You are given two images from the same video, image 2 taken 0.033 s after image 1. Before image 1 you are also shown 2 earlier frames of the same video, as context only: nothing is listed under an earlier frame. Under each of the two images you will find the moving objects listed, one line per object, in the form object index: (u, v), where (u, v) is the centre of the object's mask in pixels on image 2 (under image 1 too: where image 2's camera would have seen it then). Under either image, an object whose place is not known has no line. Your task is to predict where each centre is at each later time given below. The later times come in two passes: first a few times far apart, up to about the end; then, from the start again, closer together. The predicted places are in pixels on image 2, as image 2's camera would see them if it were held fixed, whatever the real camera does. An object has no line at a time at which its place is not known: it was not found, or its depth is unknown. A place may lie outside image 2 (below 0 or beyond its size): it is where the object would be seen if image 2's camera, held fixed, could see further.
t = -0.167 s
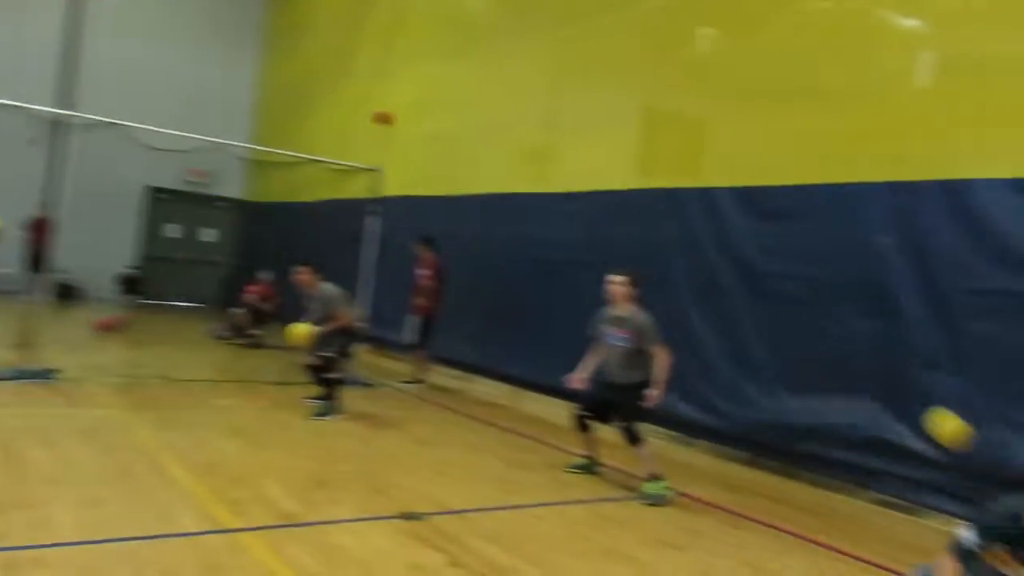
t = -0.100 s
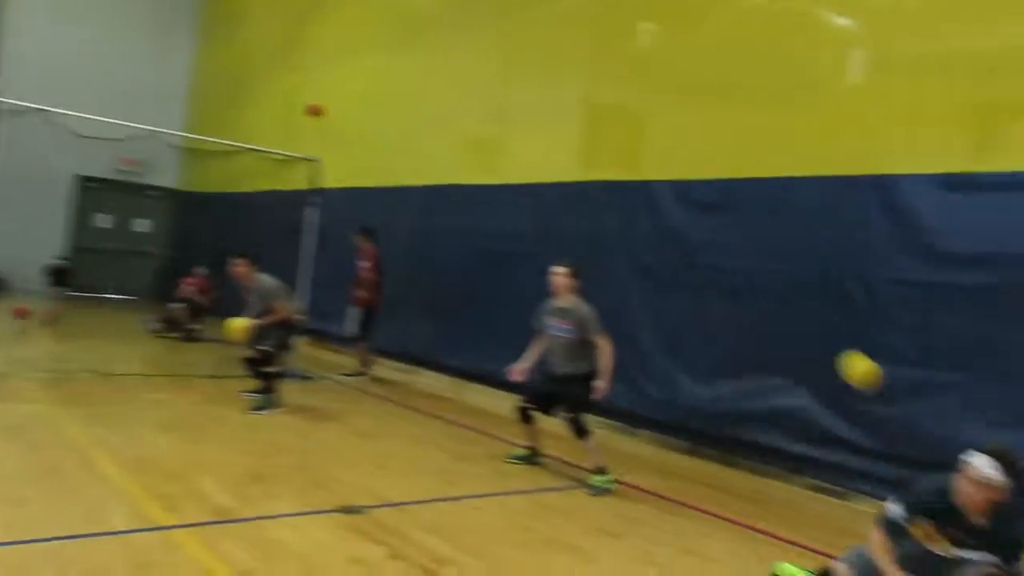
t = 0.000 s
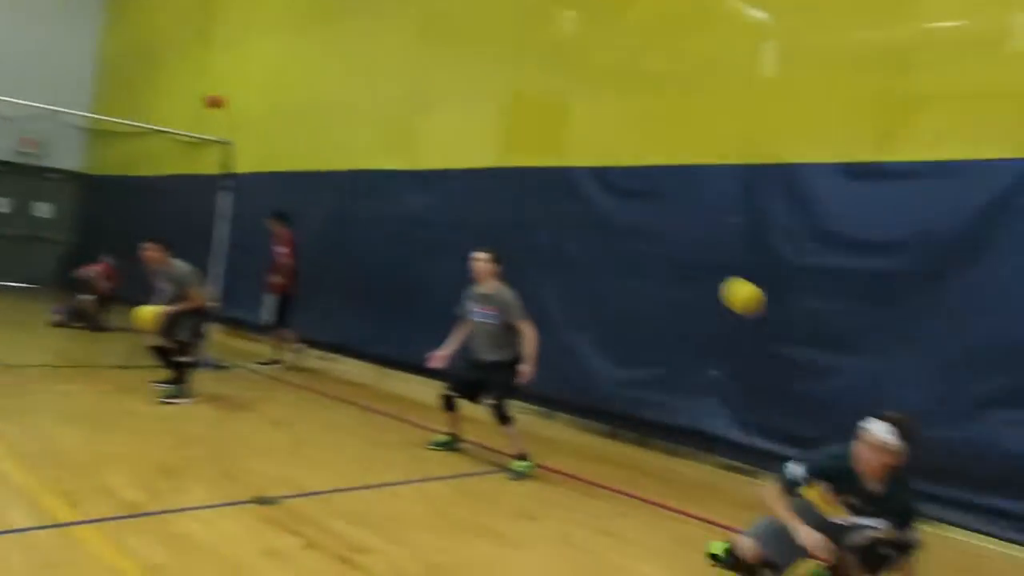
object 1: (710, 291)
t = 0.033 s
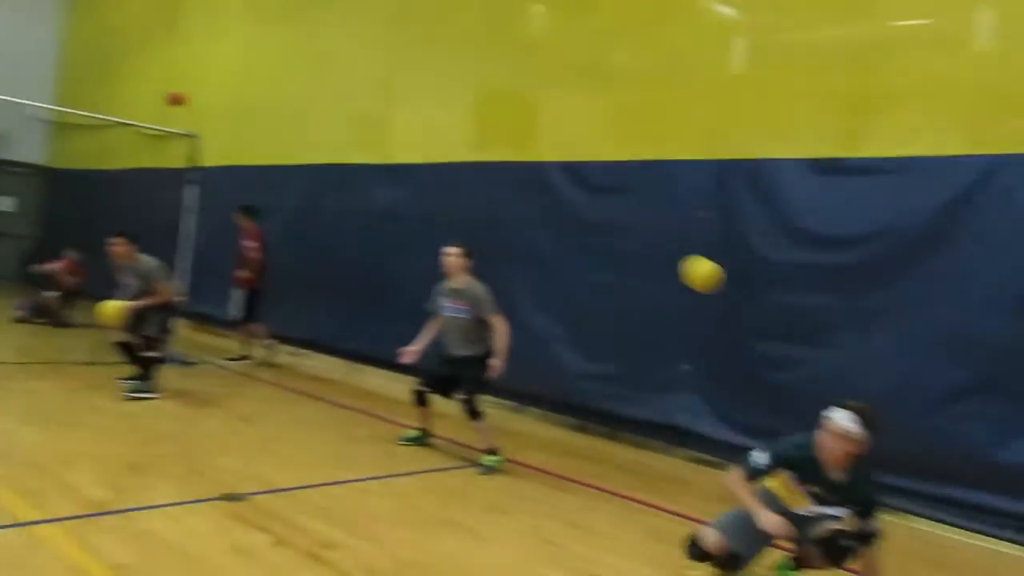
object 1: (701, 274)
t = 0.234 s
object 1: (632, 205)
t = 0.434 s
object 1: (546, 191)
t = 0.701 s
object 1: (395, 284)
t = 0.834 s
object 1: (303, 389)
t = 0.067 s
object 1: (691, 260)
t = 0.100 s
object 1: (679, 246)
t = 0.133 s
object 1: (668, 233)
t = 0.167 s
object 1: (657, 223)
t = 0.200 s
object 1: (644, 214)
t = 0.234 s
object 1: (632, 205)
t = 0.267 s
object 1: (618, 199)
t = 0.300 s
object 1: (605, 193)
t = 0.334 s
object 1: (591, 190)
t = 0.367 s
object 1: (576, 189)
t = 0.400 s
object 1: (561, 189)
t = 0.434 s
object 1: (546, 191)
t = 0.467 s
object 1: (528, 196)
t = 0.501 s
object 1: (512, 201)
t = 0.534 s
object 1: (494, 210)
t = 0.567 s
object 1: (476, 220)
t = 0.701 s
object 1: (395, 284)
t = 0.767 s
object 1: (350, 332)
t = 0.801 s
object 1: (328, 357)
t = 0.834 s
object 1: (303, 389)
